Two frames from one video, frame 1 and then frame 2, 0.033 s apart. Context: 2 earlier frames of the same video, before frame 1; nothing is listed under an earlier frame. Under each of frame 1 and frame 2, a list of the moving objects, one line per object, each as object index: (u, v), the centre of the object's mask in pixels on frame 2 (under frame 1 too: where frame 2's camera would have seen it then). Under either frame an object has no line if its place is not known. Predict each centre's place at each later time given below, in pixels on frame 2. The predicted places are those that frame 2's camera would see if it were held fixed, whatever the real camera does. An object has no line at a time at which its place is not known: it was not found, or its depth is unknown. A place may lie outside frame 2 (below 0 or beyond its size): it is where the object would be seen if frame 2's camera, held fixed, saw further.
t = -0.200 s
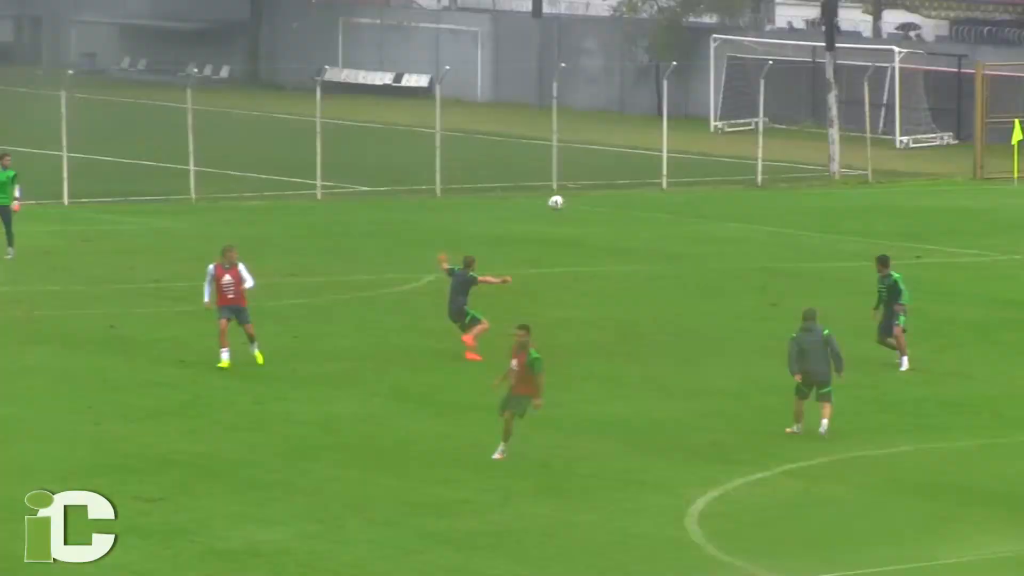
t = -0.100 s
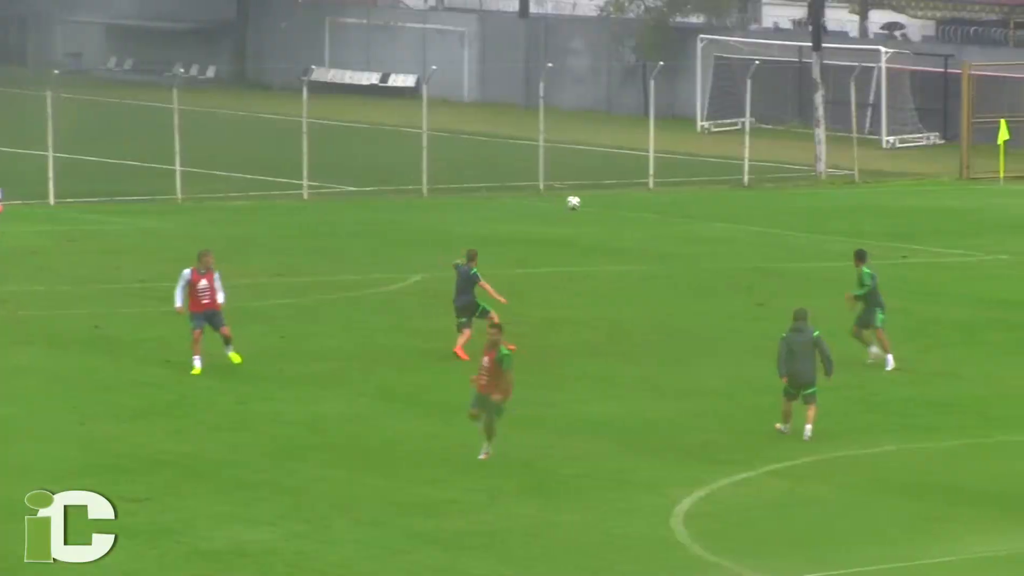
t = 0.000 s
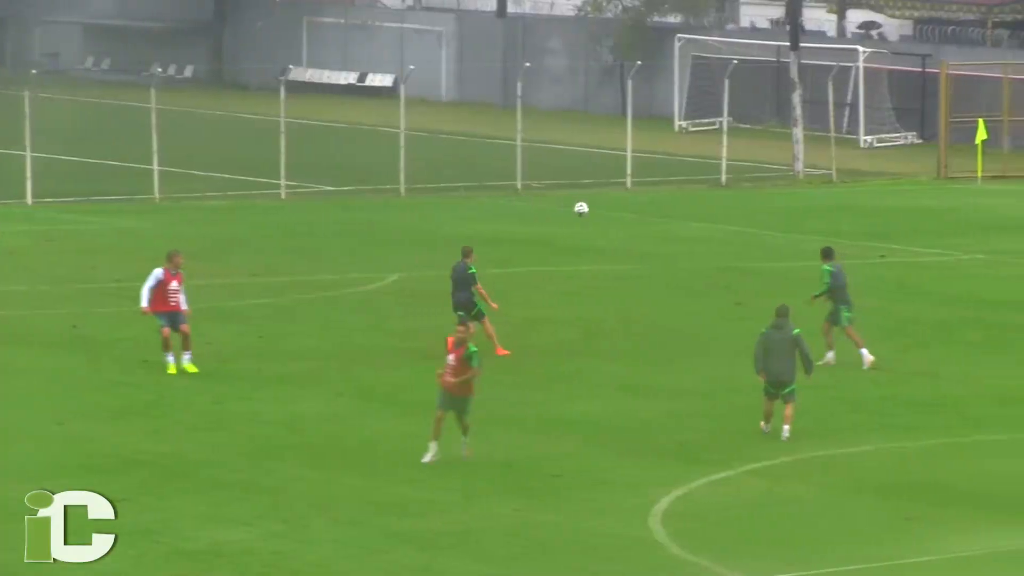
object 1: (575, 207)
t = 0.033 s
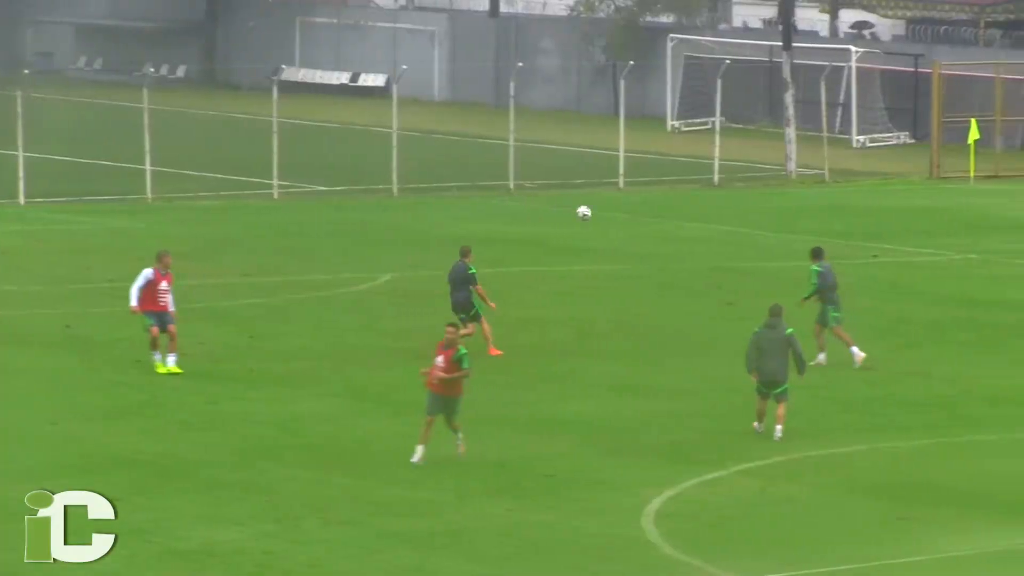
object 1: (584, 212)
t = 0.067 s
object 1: (592, 217)
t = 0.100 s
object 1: (601, 223)
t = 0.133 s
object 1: (608, 229)
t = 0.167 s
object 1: (617, 236)
